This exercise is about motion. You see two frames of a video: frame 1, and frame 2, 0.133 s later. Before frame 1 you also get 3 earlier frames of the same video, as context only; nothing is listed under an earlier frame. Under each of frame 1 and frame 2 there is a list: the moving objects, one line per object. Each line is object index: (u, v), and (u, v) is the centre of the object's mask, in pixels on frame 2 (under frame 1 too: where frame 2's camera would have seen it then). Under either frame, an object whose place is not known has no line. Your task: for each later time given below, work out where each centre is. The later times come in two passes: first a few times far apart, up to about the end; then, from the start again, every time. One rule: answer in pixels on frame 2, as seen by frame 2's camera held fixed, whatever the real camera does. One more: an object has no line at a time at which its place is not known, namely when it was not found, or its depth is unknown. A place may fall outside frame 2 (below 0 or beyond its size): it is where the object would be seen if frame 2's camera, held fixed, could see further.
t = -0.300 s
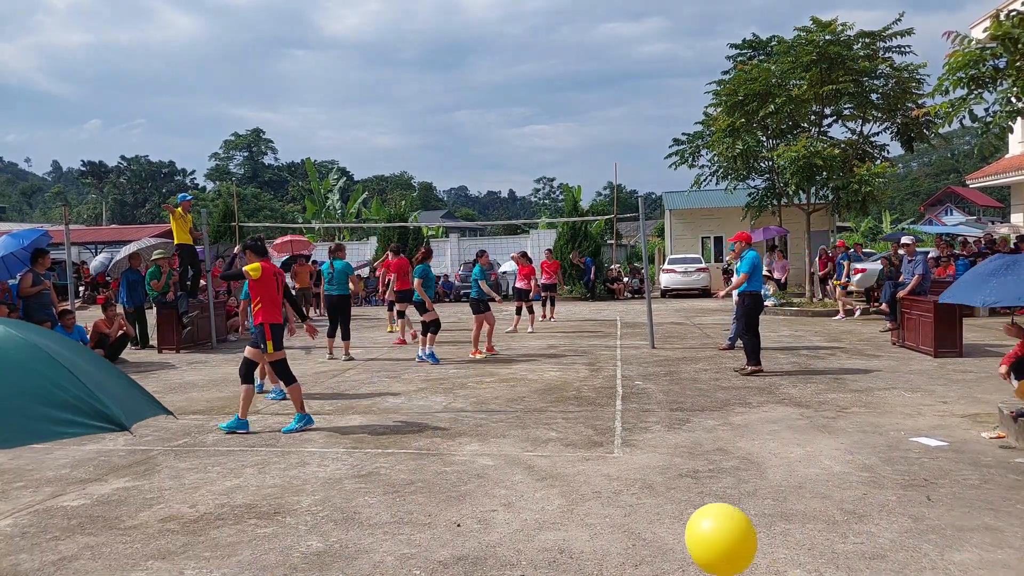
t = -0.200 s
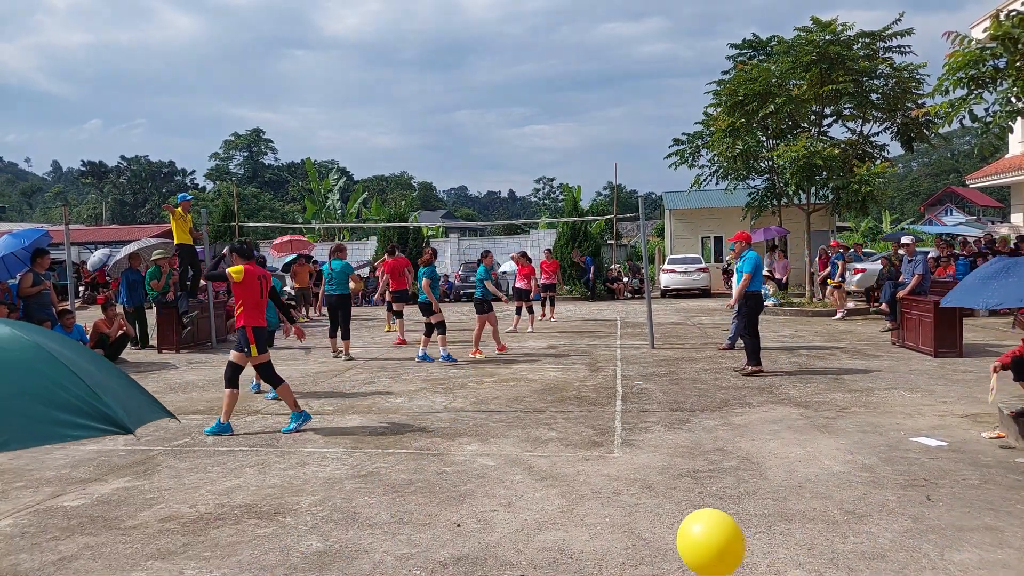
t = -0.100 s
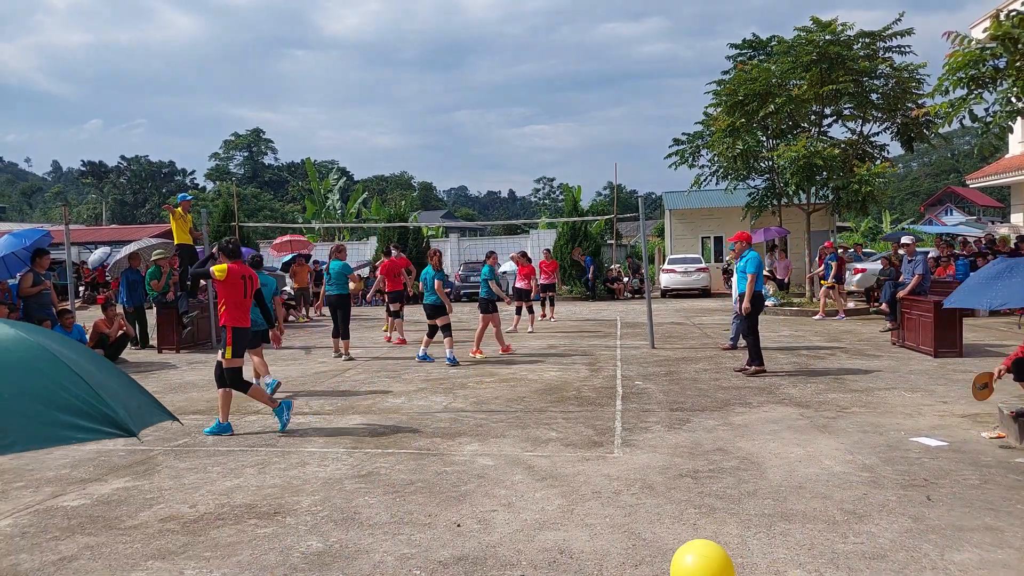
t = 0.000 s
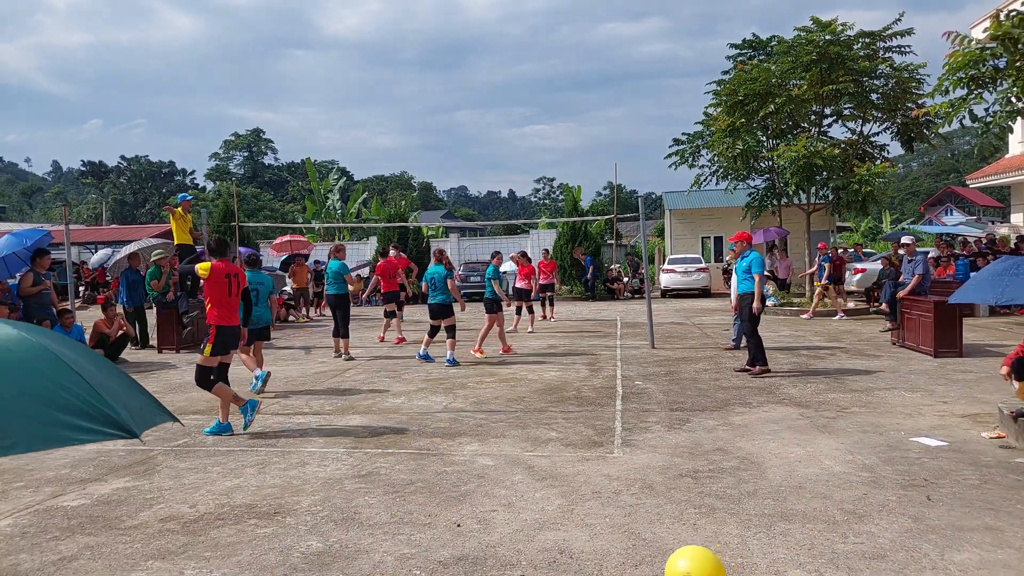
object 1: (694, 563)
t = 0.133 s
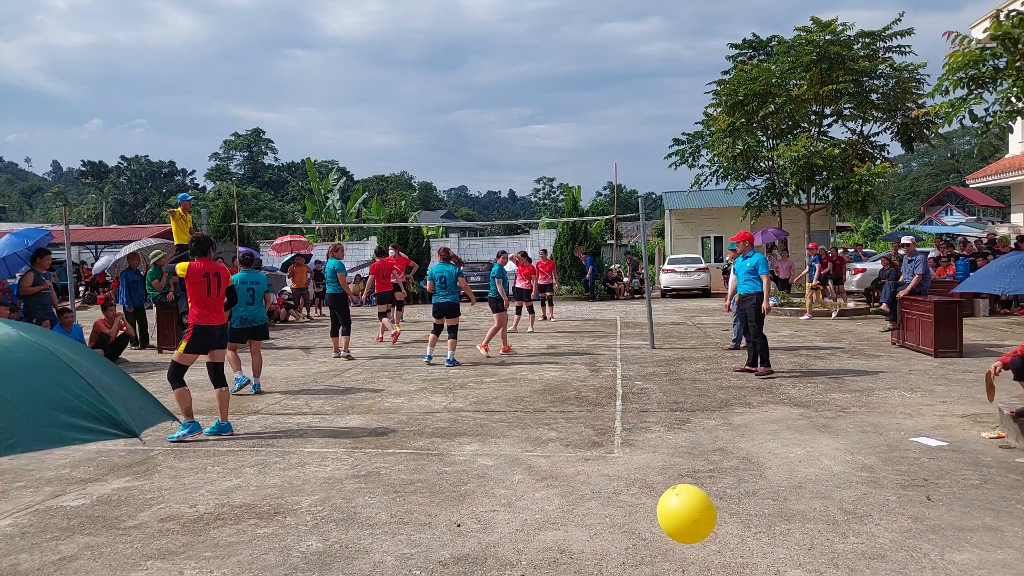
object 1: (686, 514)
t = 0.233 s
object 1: (681, 495)
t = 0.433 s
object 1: (673, 524)
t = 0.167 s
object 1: (684, 505)
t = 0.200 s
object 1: (683, 499)
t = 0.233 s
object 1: (681, 495)
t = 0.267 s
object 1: (679, 494)
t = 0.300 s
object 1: (678, 495)
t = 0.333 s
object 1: (676, 498)
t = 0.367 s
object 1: (675, 504)
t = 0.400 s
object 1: (674, 513)
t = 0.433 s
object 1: (673, 524)
